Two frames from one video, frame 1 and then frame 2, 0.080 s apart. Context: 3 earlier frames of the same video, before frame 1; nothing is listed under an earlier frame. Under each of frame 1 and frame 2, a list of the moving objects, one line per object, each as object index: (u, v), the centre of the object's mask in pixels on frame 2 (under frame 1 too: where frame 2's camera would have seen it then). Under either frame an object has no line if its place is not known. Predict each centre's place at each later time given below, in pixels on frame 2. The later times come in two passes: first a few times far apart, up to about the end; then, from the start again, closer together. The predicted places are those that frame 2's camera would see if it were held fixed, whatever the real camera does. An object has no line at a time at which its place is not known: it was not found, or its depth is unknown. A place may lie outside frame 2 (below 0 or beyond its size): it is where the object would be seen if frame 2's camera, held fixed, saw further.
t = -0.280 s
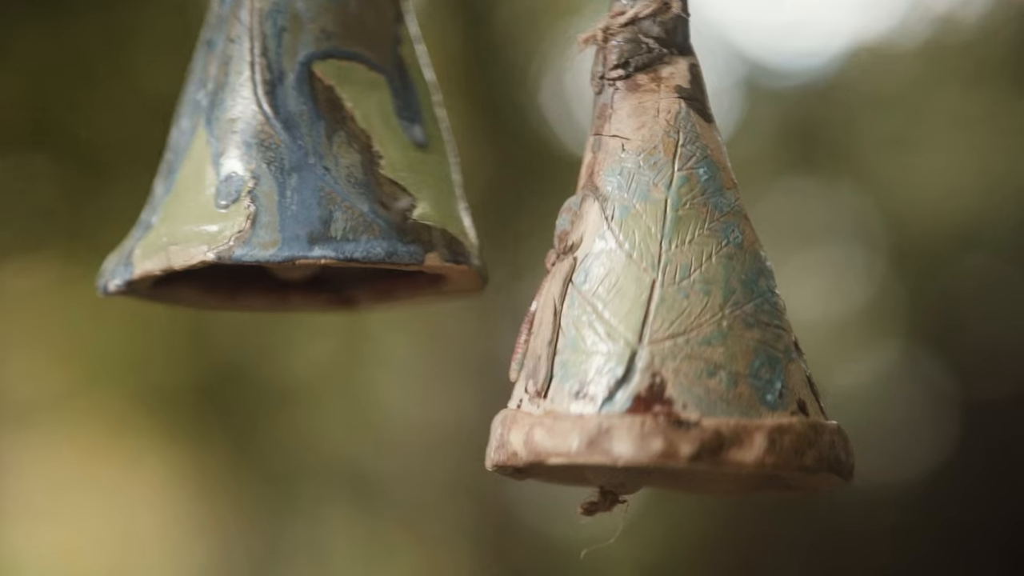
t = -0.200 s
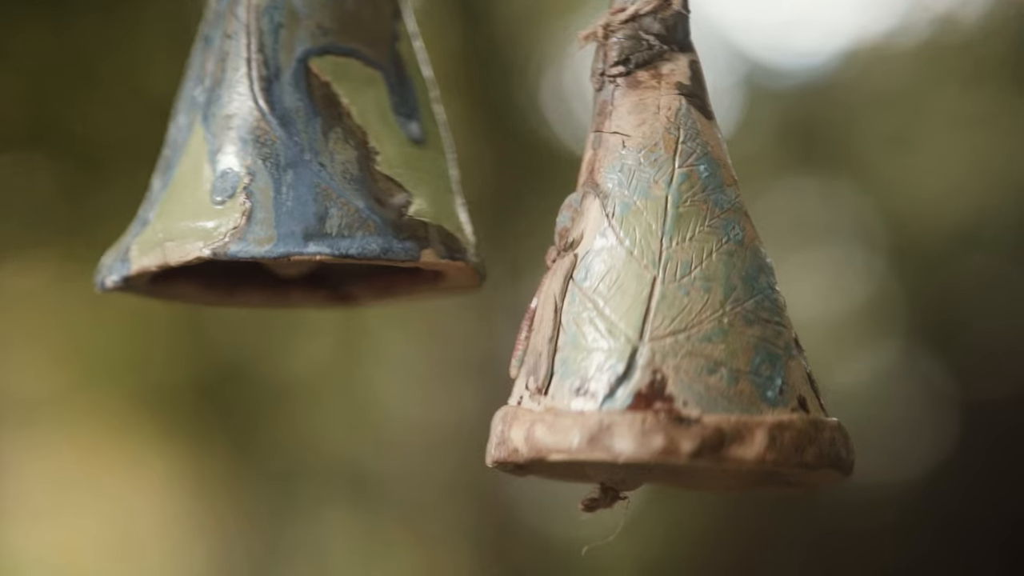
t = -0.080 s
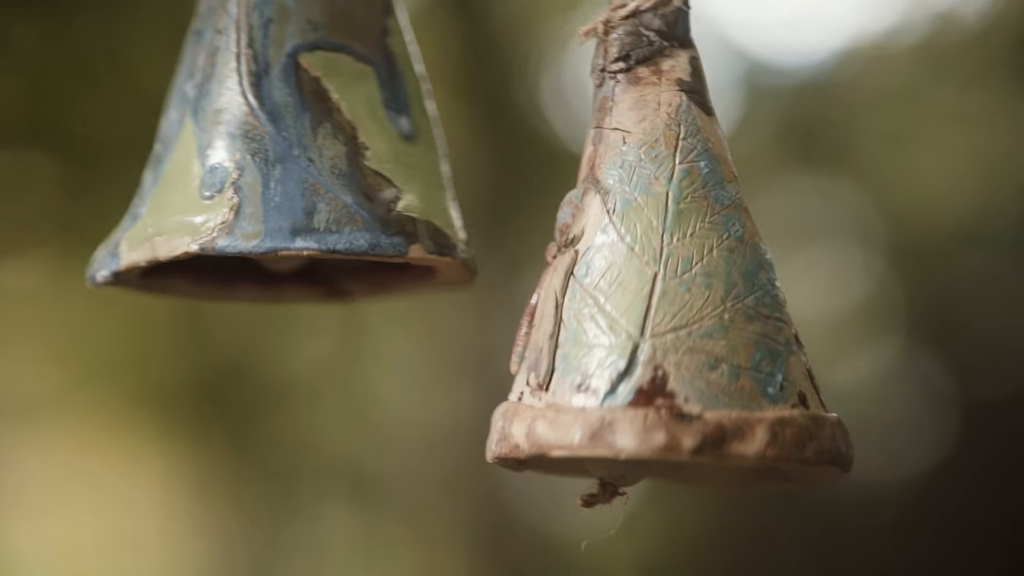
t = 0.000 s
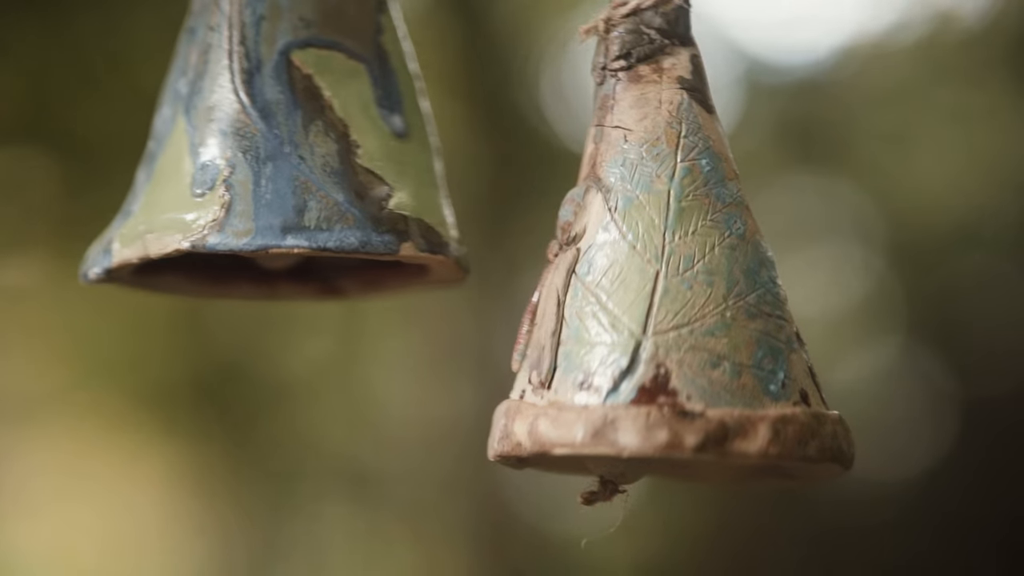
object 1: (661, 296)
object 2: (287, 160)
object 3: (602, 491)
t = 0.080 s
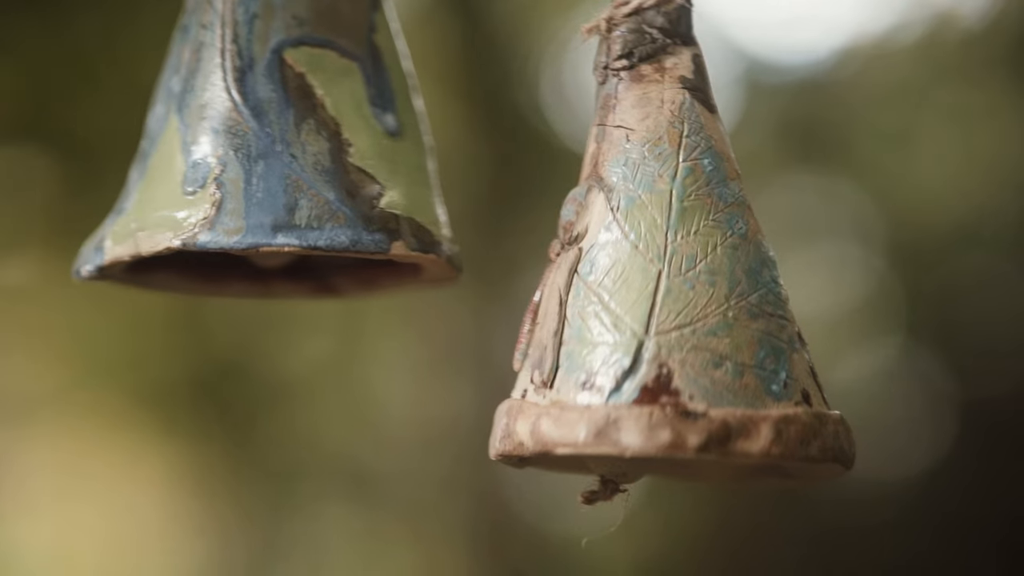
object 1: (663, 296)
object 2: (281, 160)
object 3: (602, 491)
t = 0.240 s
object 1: (668, 296)
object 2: (272, 158)
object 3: (610, 492)
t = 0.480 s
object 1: (669, 296)
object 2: (266, 157)
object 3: (613, 492)
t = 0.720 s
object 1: (657, 295)
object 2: (268, 157)
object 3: (598, 489)
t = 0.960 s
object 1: (641, 293)
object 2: (273, 157)
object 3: (586, 487)
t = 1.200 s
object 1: (635, 293)
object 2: (277, 156)
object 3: (580, 488)
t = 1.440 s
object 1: (639, 295)
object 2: (273, 156)
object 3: (584, 490)
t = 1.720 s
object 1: (650, 295)
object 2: (263, 156)
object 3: (604, 491)
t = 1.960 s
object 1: (656, 293)
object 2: (259, 157)
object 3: (609, 486)
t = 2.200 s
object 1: (658, 293)
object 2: (270, 158)
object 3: (616, 484)
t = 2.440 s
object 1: (661, 292)
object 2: (292, 158)
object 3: (619, 484)
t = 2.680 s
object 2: (304, 159)
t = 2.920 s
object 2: (301, 159)
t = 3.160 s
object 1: (667, 292)
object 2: (286, 158)
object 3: (636, 484)
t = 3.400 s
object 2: (268, 157)
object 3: (640, 484)
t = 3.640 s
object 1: (661, 290)
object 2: (267, 157)
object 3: (643, 485)
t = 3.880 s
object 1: (654, 290)
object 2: (281, 156)
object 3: (638, 486)
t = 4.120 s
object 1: (646, 290)
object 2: (291, 156)
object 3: (638, 485)
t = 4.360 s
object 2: (295, 156)
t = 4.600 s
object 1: (660, 290)
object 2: (291, 156)
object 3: (660, 484)
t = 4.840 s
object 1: (673, 290)
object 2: (284, 156)
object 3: (679, 482)
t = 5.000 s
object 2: (280, 155)
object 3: (685, 480)
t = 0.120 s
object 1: (664, 297)
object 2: (278, 160)
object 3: (604, 491)
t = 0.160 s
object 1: (665, 296)
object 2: (275, 159)
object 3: (605, 492)
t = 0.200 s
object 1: (667, 296)
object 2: (274, 159)
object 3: (608, 492)
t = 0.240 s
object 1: (668, 296)
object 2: (272, 158)
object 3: (610, 492)
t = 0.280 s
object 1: (669, 296)
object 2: (270, 158)
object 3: (612, 492)
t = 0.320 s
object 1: (669, 296)
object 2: (268, 158)
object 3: (613, 492)
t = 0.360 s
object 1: (669, 296)
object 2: (267, 157)
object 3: (613, 492)
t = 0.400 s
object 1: (669, 296)
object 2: (266, 157)
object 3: (614, 492)
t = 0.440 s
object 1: (669, 296)
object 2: (266, 157)
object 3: (613, 492)
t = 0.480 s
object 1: (669, 296)
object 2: (266, 157)
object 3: (613, 492)
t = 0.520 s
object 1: (668, 296)
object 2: (267, 157)
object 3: (612, 492)
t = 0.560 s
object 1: (667, 296)
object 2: (267, 157)
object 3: (609, 491)
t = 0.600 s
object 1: (664, 296)
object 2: (267, 157)
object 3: (607, 491)
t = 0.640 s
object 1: (662, 296)
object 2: (267, 157)
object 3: (604, 490)
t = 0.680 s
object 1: (659, 295)
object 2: (267, 157)
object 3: (601, 490)
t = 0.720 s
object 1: (657, 295)
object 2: (268, 157)
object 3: (598, 489)
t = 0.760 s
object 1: (654, 294)
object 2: (268, 157)
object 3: (595, 488)
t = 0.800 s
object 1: (651, 294)
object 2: (269, 156)
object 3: (593, 487)
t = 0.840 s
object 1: (649, 294)
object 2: (271, 156)
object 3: (591, 487)
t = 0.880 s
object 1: (646, 294)
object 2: (271, 157)
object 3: (589, 487)
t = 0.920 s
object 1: (643, 294)
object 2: (272, 157)
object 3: (587, 487)
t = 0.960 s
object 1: (641, 293)
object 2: (273, 157)
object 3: (586, 487)
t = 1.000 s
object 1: (639, 293)
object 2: (274, 158)
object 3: (584, 487)
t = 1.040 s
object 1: (637, 293)
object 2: (274, 157)
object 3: (583, 487)
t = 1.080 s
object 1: (637, 293)
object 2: (276, 157)
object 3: (582, 488)
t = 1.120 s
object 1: (635, 293)
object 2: (276, 157)
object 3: (581, 488)
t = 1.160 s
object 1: (635, 293)
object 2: (277, 157)
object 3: (580, 488)
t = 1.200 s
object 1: (635, 293)
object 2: (277, 156)
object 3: (580, 488)
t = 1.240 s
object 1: (636, 293)
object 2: (278, 156)
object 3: (580, 488)
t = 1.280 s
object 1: (636, 293)
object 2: (278, 155)
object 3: (580, 489)
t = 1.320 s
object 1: (637, 294)
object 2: (277, 155)
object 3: (580, 489)
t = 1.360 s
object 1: (637, 294)
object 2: (276, 156)
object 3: (581, 489)
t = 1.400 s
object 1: (638, 294)
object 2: (275, 155)
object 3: (583, 489)
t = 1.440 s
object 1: (639, 295)
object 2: (273, 156)
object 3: (584, 490)
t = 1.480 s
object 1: (641, 295)
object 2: (271, 156)
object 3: (587, 491)
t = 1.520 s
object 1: (644, 295)
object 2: (272, 156)
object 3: (591, 491)
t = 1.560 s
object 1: (646, 295)
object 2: (271, 156)
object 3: (595, 491)
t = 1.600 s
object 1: (647, 295)
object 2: (269, 157)
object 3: (598, 491)
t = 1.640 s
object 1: (648, 295)
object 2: (267, 157)
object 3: (600, 491)
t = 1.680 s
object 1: (650, 295)
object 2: (265, 157)
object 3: (602, 491)
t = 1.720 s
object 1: (650, 295)
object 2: (263, 156)
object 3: (604, 491)
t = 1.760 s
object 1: (652, 294)
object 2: (262, 157)
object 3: (606, 490)
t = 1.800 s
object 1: (653, 293)
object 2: (261, 156)
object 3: (606, 489)
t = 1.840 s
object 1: (654, 293)
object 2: (259, 156)
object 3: (607, 488)
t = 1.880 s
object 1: (654, 293)
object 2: (259, 157)
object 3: (608, 487)
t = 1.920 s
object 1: (655, 293)
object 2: (259, 157)
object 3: (609, 487)
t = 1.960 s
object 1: (656, 293)
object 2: (259, 157)
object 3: (609, 486)
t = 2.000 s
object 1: (656, 293)
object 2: (259, 157)
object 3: (610, 485)
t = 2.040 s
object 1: (656, 293)
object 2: (260, 158)
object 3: (611, 485)
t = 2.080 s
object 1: (657, 293)
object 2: (262, 158)
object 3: (613, 485)
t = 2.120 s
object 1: (657, 293)
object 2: (264, 158)
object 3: (614, 484)
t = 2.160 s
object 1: (658, 293)
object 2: (267, 158)
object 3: (615, 484)
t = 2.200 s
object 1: (658, 293)
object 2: (270, 158)
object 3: (616, 484)
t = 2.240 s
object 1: (658, 293)
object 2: (274, 158)
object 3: (617, 484)
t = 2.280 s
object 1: (659, 293)
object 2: (278, 158)
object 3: (618, 484)
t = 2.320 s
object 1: (659, 293)
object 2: (282, 158)
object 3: (618, 484)
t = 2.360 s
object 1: (659, 293)
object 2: (285, 159)
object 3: (619, 484)
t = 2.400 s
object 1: (660, 293)
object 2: (289, 158)
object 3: (619, 484)
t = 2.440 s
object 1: (661, 292)
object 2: (292, 158)
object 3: (619, 484)
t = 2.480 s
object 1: (660, 292)
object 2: (294, 158)
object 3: (619, 484)
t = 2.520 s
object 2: (297, 158)
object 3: (619, 484)
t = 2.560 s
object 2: (300, 158)
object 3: (620, 485)
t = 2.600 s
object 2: (302, 159)
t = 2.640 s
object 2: (303, 159)
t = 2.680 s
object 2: (304, 159)
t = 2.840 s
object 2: (304, 158)
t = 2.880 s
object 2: (303, 159)
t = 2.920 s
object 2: (301, 159)
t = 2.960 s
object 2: (299, 158)
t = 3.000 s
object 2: (297, 158)
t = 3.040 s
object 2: (294, 158)
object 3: (633, 485)
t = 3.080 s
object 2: (291, 158)
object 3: (633, 484)
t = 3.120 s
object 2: (288, 158)
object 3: (633, 483)
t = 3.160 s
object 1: (667, 292)
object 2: (286, 158)
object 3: (636, 484)
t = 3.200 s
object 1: (668, 292)
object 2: (283, 157)
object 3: (638, 483)
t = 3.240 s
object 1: (667, 291)
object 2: (280, 157)
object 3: (638, 482)
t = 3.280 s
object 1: (666, 291)
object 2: (277, 157)
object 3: (639, 481)
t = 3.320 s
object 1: (666, 292)
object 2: (273, 157)
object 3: (639, 483)
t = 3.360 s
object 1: (665, 291)
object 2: (272, 157)
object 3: (640, 482)
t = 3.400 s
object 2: (268, 157)
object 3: (640, 484)
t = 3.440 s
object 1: (663, 291)
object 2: (268, 158)
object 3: (641, 484)
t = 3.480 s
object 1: (662, 291)
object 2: (266, 157)
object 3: (642, 484)
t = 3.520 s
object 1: (661, 291)
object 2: (265, 157)
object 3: (642, 484)
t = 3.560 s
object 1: (660, 291)
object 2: (265, 157)
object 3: (642, 485)
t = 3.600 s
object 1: (660, 291)
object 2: (266, 157)
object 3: (642, 485)
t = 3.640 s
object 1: (661, 290)
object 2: (267, 157)
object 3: (643, 485)
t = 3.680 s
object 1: (661, 290)
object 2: (272, 156)
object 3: (644, 484)
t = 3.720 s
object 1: (659, 289)
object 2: (273, 156)
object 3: (642, 484)
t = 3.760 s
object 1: (660, 290)
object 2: (274, 156)
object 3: (642, 485)
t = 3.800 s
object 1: (658, 290)
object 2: (277, 156)
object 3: (641, 485)
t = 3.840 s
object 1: (656, 290)
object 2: (279, 156)
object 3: (639, 486)
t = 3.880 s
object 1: (654, 290)
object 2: (281, 156)
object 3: (638, 486)
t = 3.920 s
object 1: (652, 290)
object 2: (283, 156)
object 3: (637, 486)
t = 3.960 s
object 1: (650, 290)
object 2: (285, 156)
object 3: (636, 486)
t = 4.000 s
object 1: (648, 290)
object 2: (286, 156)
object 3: (635, 486)
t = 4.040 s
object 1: (648, 290)
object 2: (288, 156)
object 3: (636, 486)
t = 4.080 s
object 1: (647, 290)
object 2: (290, 156)
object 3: (639, 485)
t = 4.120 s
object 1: (646, 290)
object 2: (291, 156)
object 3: (638, 485)
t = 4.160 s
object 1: (645, 289)
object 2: (293, 156)
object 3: (638, 485)
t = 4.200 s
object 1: (645, 289)
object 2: (294, 156)
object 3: (638, 484)
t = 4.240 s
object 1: (644, 289)
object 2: (295, 156)
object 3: (638, 484)
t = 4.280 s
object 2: (295, 156)
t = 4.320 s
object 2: (295, 156)
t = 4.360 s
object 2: (295, 156)
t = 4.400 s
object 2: (295, 157)
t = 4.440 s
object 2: (294, 157)
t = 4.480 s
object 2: (293, 157)
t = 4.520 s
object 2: (292, 157)
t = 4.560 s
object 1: (656, 290)
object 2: (292, 156)
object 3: (655, 484)
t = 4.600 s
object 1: (660, 290)
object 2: (291, 156)
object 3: (660, 484)
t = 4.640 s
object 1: (663, 290)
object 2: (290, 156)
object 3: (664, 484)
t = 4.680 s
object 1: (666, 290)
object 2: (289, 156)
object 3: (669, 484)
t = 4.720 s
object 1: (668, 290)
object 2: (287, 156)
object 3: (672, 484)
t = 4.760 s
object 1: (669, 290)
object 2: (286, 156)
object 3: (675, 483)
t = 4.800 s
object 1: (671, 290)
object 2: (285, 156)
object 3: (677, 483)
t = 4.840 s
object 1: (673, 290)
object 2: (284, 156)
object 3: (679, 482)
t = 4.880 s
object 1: (673, 290)
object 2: (282, 156)
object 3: (681, 482)
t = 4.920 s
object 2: (281, 156)
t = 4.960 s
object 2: (281, 156)
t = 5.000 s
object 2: (280, 155)
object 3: (685, 480)
